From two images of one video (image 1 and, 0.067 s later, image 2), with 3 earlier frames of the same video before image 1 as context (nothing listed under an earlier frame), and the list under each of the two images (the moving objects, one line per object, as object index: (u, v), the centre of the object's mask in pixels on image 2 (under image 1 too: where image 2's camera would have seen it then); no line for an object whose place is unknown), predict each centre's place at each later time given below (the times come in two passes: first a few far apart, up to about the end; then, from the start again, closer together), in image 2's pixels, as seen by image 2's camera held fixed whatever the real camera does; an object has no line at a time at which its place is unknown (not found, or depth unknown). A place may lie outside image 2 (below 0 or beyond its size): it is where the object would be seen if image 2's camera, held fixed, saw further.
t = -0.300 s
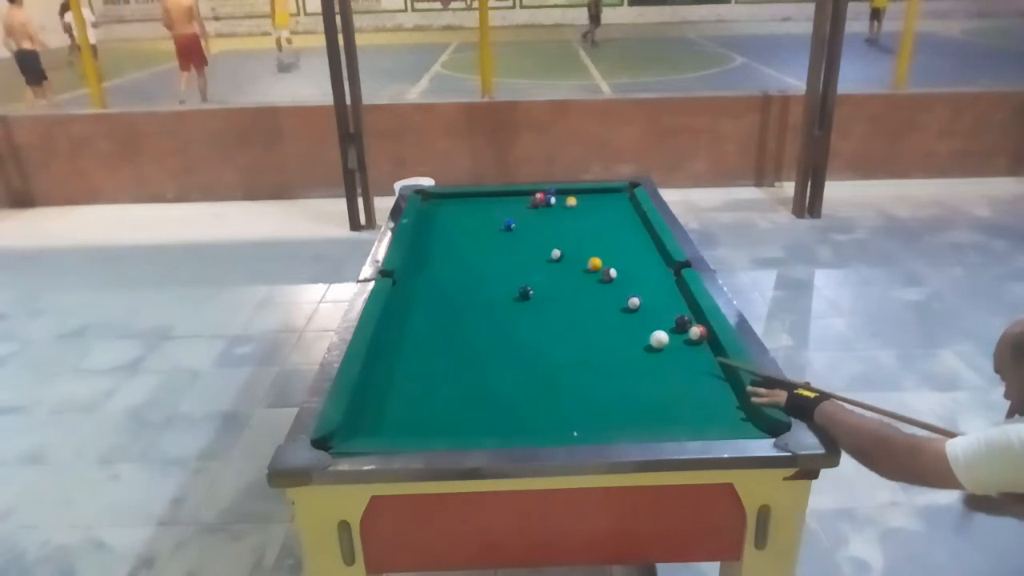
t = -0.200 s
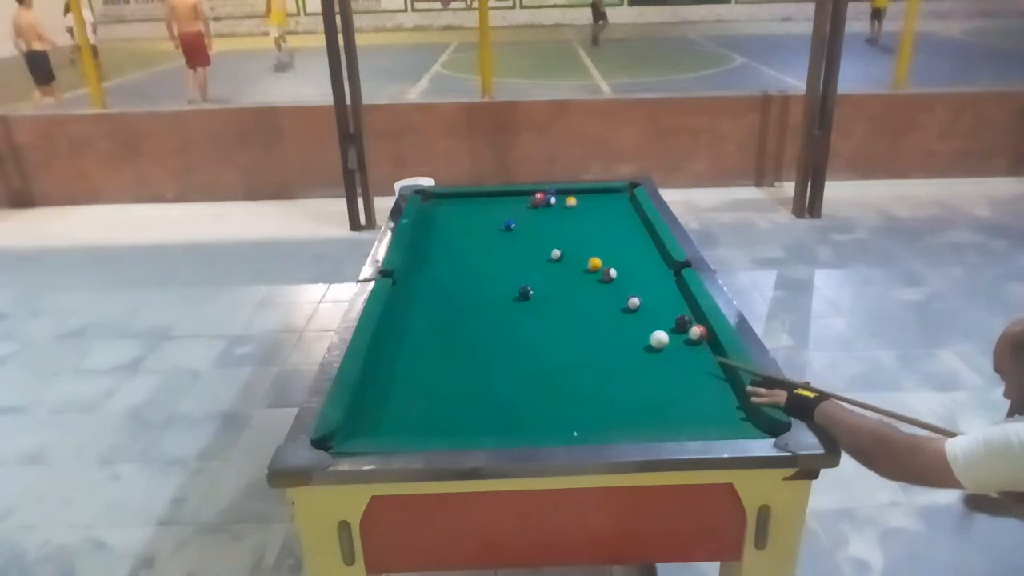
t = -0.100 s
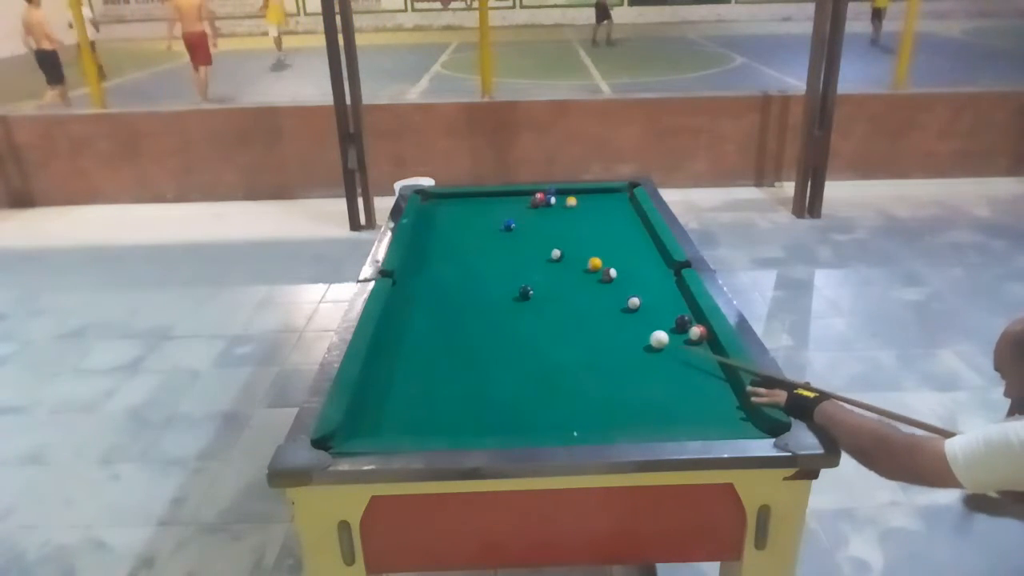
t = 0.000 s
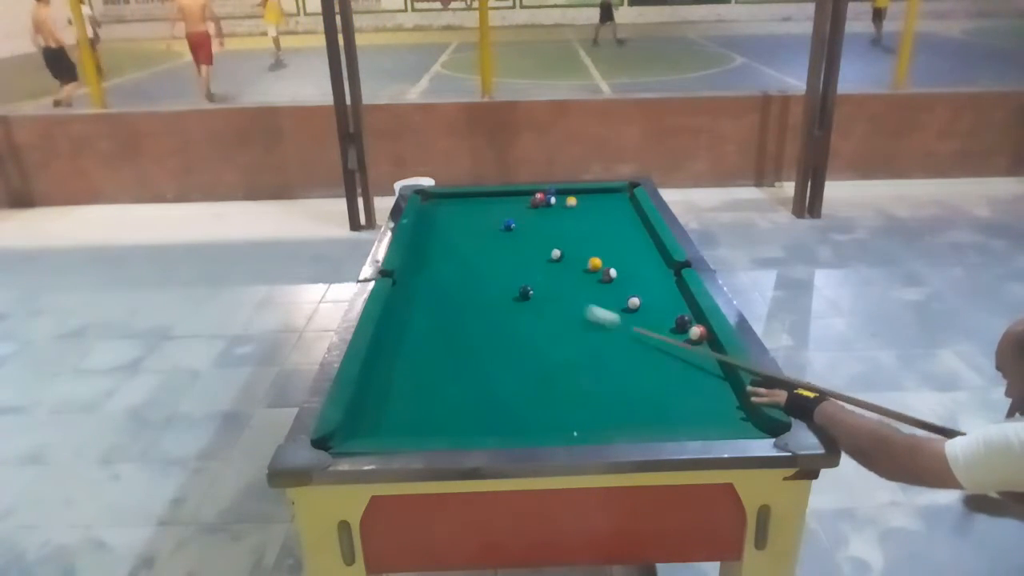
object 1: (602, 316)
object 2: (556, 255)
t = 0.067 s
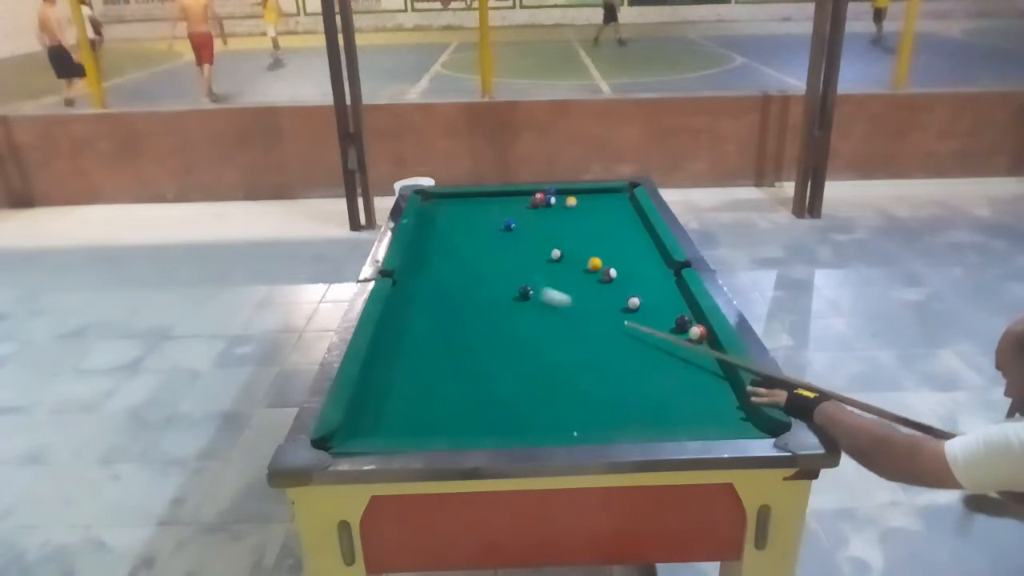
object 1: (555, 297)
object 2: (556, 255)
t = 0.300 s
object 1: (546, 260)
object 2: (557, 254)
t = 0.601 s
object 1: (520, 230)
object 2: (576, 250)
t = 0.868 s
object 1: (527, 220)
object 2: (593, 247)
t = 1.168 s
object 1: (537, 212)
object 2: (611, 243)
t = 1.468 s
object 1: (545, 204)
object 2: (624, 241)
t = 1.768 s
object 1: (548, 203)
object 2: (638, 236)
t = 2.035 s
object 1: (549, 202)
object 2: (646, 235)
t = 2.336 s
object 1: (550, 202)
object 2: (647, 233)
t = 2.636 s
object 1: (550, 202)
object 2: (643, 233)
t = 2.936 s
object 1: (550, 202)
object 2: (640, 232)
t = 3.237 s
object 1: (550, 202)
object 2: (639, 232)
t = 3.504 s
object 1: (550, 202)
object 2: (639, 232)
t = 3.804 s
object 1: (550, 202)
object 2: (639, 232)
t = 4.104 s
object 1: (550, 202)
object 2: (639, 232)
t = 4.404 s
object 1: (550, 202)
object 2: (639, 232)
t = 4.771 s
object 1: (551, 202)
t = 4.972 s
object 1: (550, 202)
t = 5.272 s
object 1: (550, 202)
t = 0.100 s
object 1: (543, 289)
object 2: (556, 255)
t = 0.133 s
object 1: (545, 284)
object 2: (556, 255)
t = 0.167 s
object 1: (547, 279)
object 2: (556, 255)
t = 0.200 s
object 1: (548, 274)
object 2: (556, 255)
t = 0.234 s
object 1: (547, 269)
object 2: (557, 255)
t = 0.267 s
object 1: (546, 265)
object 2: (556, 254)
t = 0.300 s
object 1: (546, 260)
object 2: (557, 254)
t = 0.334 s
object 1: (545, 256)
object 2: (557, 254)
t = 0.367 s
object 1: (541, 252)
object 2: (559, 254)
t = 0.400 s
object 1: (538, 249)
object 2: (562, 252)
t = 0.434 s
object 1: (535, 246)
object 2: (565, 252)
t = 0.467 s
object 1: (532, 242)
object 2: (568, 251)
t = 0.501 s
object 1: (529, 239)
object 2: (571, 251)
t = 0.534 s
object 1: (526, 236)
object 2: (573, 251)
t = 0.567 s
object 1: (523, 233)
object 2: (575, 251)
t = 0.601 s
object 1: (520, 230)
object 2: (576, 250)
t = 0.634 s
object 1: (517, 227)
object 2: (578, 249)
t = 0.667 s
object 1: (519, 226)
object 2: (581, 249)
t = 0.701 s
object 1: (521, 225)
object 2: (583, 248)
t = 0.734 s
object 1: (522, 224)
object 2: (586, 248)
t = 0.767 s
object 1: (523, 224)
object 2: (588, 248)
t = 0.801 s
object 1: (525, 222)
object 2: (589, 248)
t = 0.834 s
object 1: (526, 221)
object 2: (591, 248)
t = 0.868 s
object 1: (527, 220)
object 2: (593, 247)
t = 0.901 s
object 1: (528, 219)
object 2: (595, 246)
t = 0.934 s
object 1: (529, 218)
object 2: (597, 245)
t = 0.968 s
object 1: (530, 217)
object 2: (600, 244)
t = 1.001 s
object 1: (531, 216)
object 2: (602, 244)
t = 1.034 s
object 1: (532, 215)
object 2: (605, 244)
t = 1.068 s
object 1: (534, 215)
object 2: (606, 243)
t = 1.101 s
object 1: (535, 214)
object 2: (606, 245)
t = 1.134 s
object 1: (536, 213)
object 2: (610, 244)
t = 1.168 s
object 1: (537, 212)
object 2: (611, 243)
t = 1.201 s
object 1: (537, 211)
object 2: (612, 243)
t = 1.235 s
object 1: (539, 210)
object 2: (613, 242)
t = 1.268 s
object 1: (539, 209)
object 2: (615, 241)
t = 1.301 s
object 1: (540, 208)
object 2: (617, 241)
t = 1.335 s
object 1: (541, 208)
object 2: (618, 240)
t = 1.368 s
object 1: (542, 207)
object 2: (620, 240)
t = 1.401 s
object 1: (543, 206)
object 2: (621, 240)
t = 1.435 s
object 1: (544, 205)
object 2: (624, 241)
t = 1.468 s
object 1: (545, 204)
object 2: (624, 241)
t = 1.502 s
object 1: (546, 204)
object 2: (626, 241)
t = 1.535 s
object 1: (546, 204)
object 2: (627, 239)
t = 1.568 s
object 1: (546, 203)
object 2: (628, 239)
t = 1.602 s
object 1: (547, 203)
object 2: (630, 238)
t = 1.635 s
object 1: (547, 203)
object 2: (632, 237)
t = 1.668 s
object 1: (547, 203)
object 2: (634, 237)
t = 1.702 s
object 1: (548, 203)
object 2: (635, 236)
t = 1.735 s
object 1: (548, 203)
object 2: (637, 236)
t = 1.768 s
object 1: (548, 203)
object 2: (638, 236)
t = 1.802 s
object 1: (548, 202)
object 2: (639, 236)
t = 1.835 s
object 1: (548, 202)
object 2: (641, 236)
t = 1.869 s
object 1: (548, 202)
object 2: (642, 236)
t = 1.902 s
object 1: (548, 202)
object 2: (643, 236)
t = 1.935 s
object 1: (549, 202)
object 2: (643, 236)
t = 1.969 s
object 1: (549, 202)
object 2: (644, 235)
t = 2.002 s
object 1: (549, 202)
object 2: (645, 235)
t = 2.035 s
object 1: (549, 202)
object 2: (646, 235)
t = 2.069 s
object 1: (549, 202)
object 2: (647, 234)
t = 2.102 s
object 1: (549, 202)
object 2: (648, 234)
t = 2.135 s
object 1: (549, 202)
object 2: (649, 234)
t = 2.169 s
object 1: (550, 202)
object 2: (649, 234)
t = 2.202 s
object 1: (550, 202)
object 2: (649, 234)
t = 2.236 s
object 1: (550, 202)
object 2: (649, 233)
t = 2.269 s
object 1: (550, 202)
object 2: (649, 233)
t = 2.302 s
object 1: (550, 202)
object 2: (648, 233)
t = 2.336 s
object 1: (550, 202)
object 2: (647, 233)
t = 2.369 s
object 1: (550, 202)
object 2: (646, 233)
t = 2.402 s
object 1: (550, 202)
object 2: (646, 233)
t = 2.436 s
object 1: (550, 202)
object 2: (645, 233)
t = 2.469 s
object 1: (550, 202)
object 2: (645, 233)
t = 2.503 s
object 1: (550, 202)
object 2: (645, 233)
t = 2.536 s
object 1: (550, 202)
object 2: (644, 233)
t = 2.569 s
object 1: (550, 202)
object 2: (644, 233)
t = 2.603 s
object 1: (550, 202)
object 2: (643, 233)
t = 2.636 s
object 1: (550, 202)
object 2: (643, 233)
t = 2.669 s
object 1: (550, 202)
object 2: (643, 232)
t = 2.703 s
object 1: (550, 202)
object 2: (643, 232)
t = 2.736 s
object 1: (550, 202)
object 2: (642, 232)
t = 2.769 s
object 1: (550, 202)
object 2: (642, 232)
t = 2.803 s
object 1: (550, 202)
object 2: (642, 232)
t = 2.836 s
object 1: (550, 202)
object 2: (641, 232)
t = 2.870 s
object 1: (550, 202)
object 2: (641, 232)
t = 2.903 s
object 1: (550, 202)
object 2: (640, 232)
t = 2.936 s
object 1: (550, 202)
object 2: (640, 232)
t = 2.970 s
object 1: (550, 202)
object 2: (640, 232)
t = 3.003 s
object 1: (550, 202)
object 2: (640, 232)
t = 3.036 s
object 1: (550, 202)
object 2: (640, 232)
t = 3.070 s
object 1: (550, 202)
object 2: (640, 232)
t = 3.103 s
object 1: (550, 202)
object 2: (639, 232)
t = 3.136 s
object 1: (550, 202)
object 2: (639, 232)
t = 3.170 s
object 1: (550, 202)
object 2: (639, 232)
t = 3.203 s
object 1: (550, 202)
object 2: (639, 232)
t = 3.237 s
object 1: (550, 202)
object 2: (639, 232)
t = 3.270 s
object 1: (550, 202)
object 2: (639, 232)
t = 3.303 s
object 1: (550, 202)
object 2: (639, 232)
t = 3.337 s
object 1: (550, 202)
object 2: (639, 232)
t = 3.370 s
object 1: (550, 202)
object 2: (639, 232)
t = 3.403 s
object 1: (550, 202)
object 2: (639, 232)
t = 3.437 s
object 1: (550, 202)
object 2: (640, 232)
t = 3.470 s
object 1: (550, 202)
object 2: (639, 232)
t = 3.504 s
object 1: (550, 202)
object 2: (639, 232)
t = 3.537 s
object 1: (550, 202)
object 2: (639, 232)
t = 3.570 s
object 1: (550, 202)
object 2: (639, 232)
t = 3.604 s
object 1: (550, 202)
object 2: (639, 232)
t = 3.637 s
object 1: (550, 202)
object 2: (639, 232)
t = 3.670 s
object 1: (550, 202)
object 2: (639, 232)
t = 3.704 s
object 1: (550, 202)
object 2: (639, 232)
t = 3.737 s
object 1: (550, 202)
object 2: (639, 232)
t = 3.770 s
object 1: (550, 202)
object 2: (639, 232)
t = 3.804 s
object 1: (550, 202)
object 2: (639, 232)
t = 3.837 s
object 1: (550, 202)
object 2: (639, 232)
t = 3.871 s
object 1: (550, 202)
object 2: (639, 232)
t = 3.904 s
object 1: (550, 202)
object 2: (639, 232)
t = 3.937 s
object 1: (550, 202)
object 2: (639, 232)
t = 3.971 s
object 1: (550, 202)
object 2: (639, 232)
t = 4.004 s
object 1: (550, 202)
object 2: (639, 232)
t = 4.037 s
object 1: (550, 202)
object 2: (639, 232)
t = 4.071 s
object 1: (550, 202)
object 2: (639, 232)
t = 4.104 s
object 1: (550, 202)
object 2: (639, 232)
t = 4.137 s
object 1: (550, 202)
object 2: (639, 232)
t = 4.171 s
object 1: (550, 202)
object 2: (639, 232)
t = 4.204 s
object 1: (550, 202)
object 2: (639, 232)
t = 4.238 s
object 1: (550, 202)
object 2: (639, 232)
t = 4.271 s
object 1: (550, 202)
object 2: (639, 232)
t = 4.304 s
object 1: (550, 202)
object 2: (639, 232)
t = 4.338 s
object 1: (550, 202)
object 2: (639, 232)
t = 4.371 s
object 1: (550, 202)
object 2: (639, 232)
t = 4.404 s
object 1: (550, 202)
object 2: (639, 232)
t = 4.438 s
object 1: (550, 202)
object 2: (639, 232)
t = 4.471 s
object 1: (550, 202)
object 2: (639, 233)
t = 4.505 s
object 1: (550, 202)
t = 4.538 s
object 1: (550, 202)
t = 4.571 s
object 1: (550, 202)
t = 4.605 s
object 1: (550, 202)
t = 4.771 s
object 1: (551, 202)
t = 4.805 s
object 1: (550, 202)
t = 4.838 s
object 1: (550, 202)
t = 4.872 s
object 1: (550, 202)
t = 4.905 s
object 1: (550, 202)
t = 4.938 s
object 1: (550, 202)
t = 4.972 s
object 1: (550, 202)
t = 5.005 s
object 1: (550, 202)
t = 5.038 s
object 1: (550, 202)
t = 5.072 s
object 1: (550, 202)
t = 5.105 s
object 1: (550, 202)
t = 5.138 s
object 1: (550, 202)
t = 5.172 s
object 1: (550, 202)
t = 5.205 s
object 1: (550, 202)
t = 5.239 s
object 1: (550, 202)
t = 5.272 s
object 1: (550, 202)
